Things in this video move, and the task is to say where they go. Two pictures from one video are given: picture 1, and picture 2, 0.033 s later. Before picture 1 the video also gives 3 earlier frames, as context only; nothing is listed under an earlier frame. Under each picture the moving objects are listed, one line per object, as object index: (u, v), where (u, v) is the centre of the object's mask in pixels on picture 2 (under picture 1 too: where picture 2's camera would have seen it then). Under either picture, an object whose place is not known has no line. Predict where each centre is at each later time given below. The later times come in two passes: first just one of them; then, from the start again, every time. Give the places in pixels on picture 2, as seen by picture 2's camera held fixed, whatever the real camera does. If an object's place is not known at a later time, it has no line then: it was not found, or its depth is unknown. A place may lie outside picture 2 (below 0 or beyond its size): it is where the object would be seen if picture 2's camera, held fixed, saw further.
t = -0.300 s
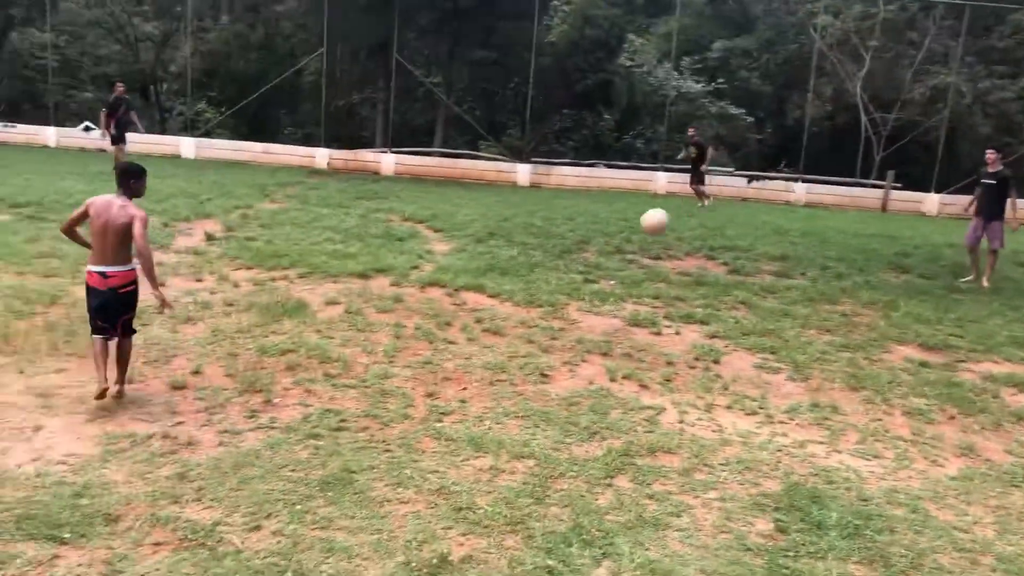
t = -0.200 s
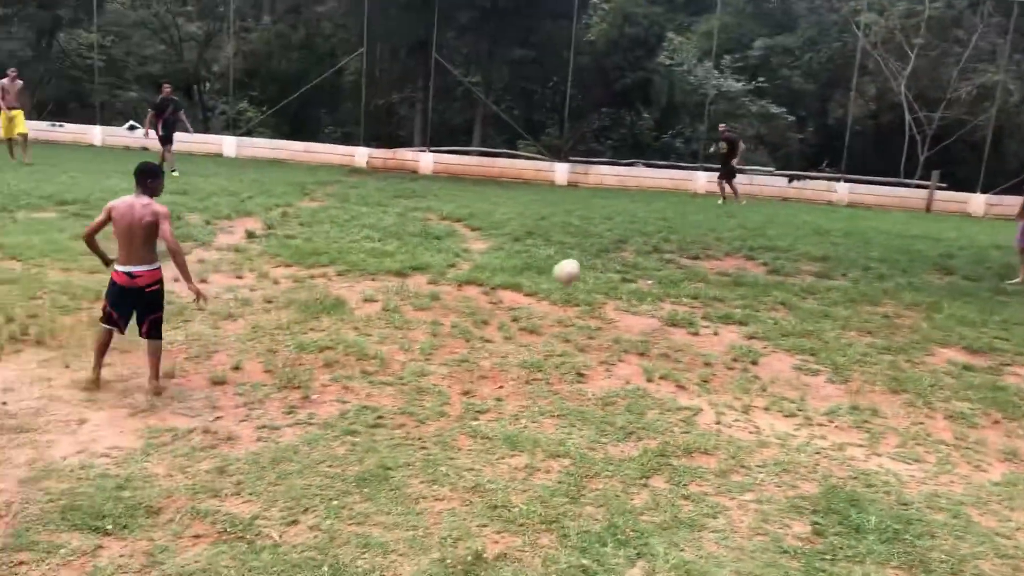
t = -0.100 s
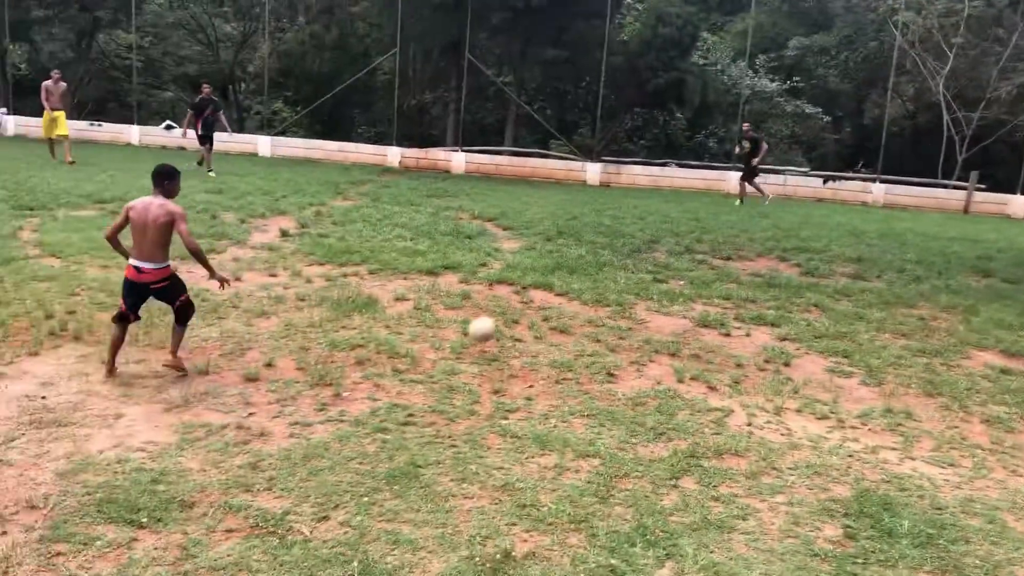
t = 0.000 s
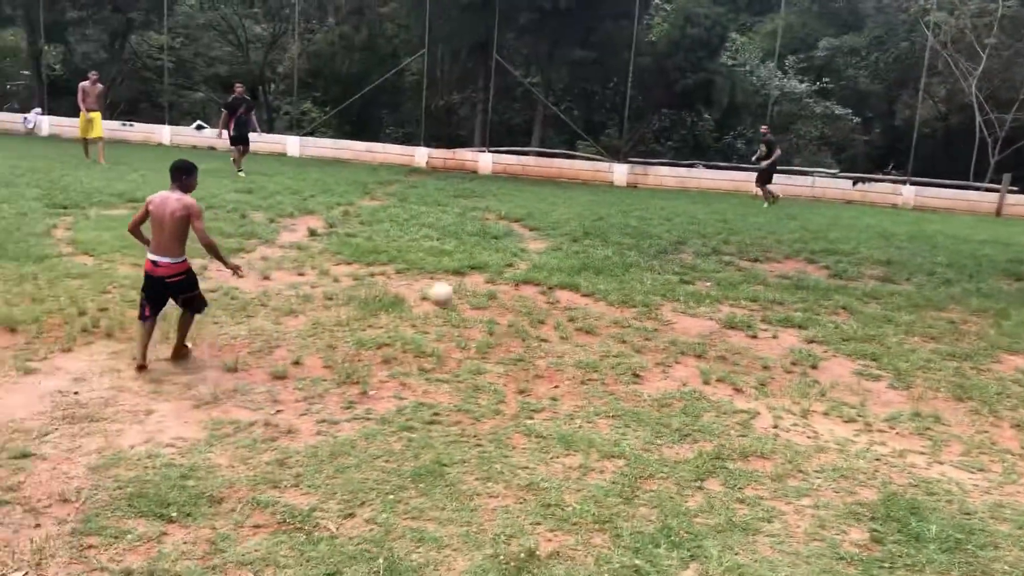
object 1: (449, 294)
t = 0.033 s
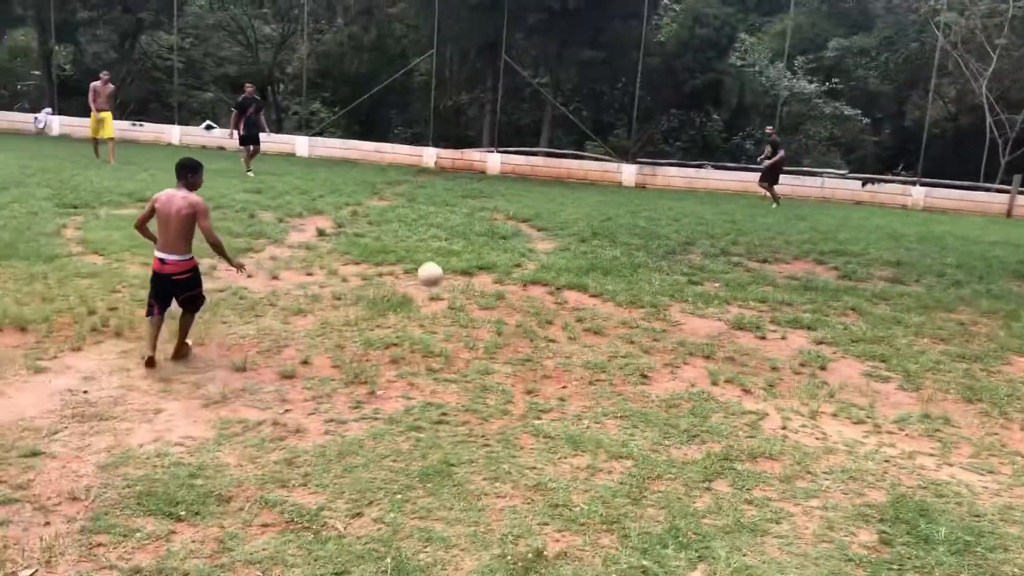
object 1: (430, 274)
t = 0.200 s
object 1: (338, 191)
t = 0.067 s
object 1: (412, 255)
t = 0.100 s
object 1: (393, 237)
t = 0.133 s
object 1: (375, 220)
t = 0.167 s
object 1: (357, 205)
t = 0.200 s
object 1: (338, 191)
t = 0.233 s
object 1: (319, 177)
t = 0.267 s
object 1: (301, 167)
